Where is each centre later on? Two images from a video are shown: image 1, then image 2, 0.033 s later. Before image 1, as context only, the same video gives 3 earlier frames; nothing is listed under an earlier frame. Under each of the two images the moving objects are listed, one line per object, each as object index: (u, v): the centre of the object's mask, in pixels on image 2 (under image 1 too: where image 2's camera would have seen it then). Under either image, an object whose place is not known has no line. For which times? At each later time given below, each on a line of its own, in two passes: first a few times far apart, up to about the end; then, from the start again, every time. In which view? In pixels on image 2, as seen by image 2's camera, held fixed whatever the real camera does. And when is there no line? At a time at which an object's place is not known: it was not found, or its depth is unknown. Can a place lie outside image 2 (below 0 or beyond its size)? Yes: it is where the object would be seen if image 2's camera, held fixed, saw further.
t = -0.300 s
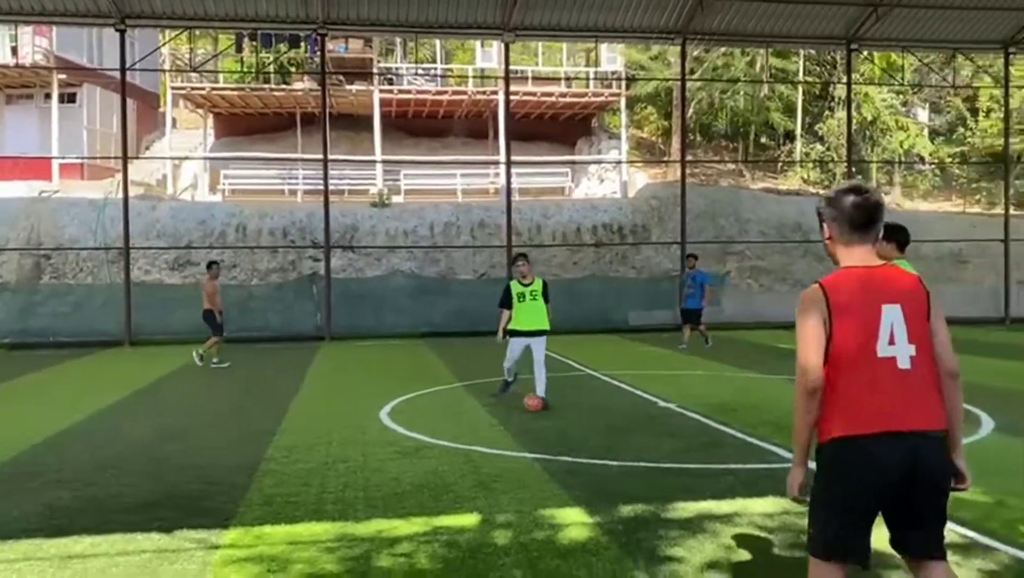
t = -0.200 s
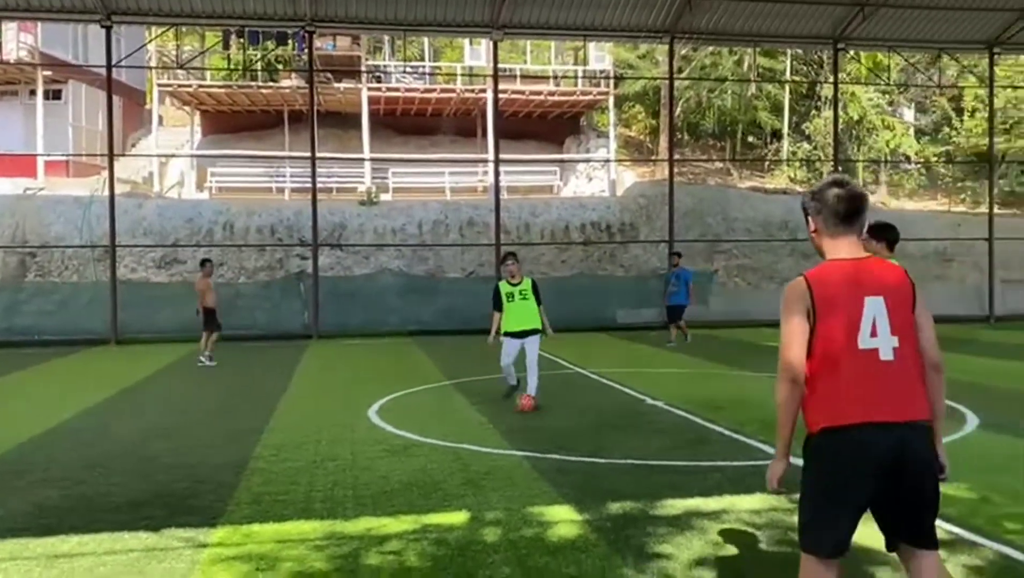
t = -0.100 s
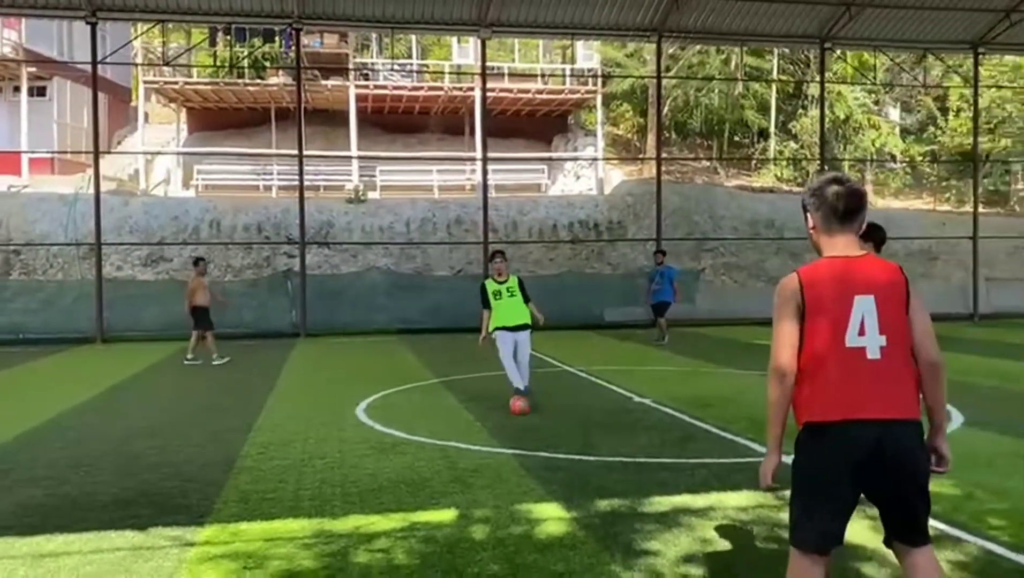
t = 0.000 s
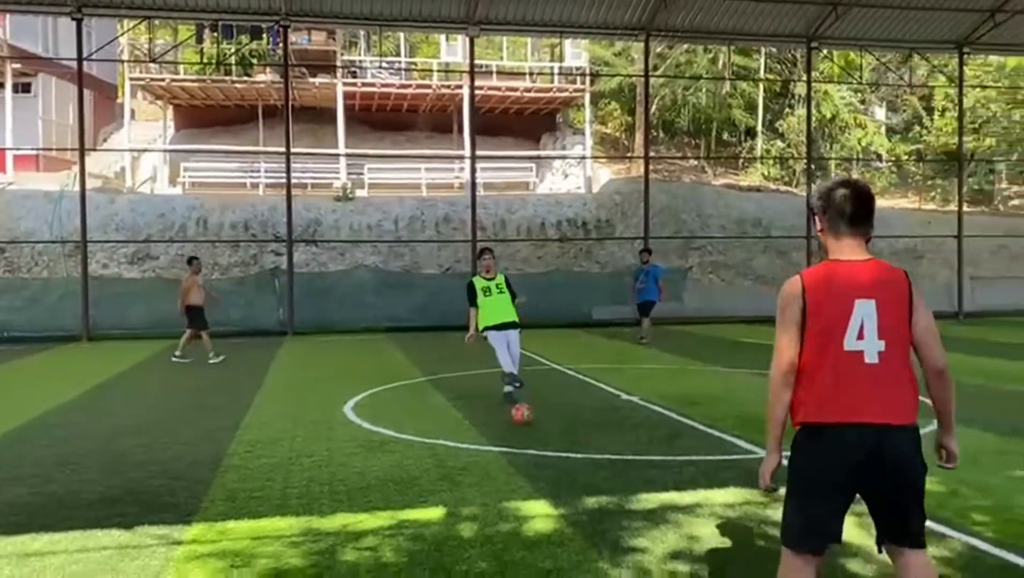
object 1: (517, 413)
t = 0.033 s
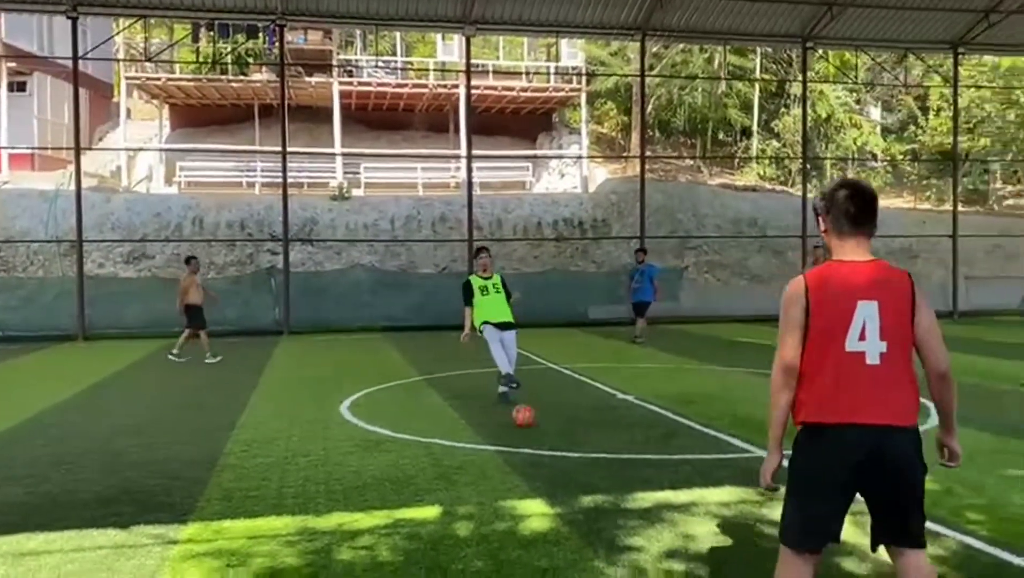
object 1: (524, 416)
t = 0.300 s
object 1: (565, 447)
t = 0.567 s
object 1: (608, 482)
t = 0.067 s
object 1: (529, 419)
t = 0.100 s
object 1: (534, 424)
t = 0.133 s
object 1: (540, 428)
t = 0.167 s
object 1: (544, 431)
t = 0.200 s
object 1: (550, 435)
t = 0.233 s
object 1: (555, 440)
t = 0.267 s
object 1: (560, 443)
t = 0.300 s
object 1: (565, 447)
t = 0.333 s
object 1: (570, 453)
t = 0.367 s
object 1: (577, 455)
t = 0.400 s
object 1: (580, 459)
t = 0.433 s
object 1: (585, 464)
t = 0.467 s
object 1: (591, 468)
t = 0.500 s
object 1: (597, 472)
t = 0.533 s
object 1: (602, 476)
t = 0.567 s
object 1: (608, 482)
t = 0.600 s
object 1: (614, 489)
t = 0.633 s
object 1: (621, 493)
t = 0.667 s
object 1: (626, 498)
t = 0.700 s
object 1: (633, 503)
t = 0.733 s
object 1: (640, 511)
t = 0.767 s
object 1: (648, 518)
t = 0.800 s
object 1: (655, 524)
